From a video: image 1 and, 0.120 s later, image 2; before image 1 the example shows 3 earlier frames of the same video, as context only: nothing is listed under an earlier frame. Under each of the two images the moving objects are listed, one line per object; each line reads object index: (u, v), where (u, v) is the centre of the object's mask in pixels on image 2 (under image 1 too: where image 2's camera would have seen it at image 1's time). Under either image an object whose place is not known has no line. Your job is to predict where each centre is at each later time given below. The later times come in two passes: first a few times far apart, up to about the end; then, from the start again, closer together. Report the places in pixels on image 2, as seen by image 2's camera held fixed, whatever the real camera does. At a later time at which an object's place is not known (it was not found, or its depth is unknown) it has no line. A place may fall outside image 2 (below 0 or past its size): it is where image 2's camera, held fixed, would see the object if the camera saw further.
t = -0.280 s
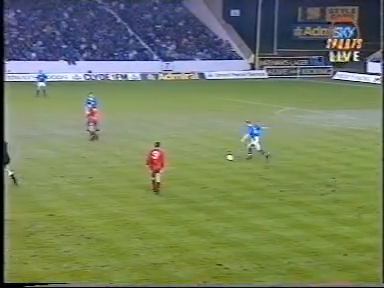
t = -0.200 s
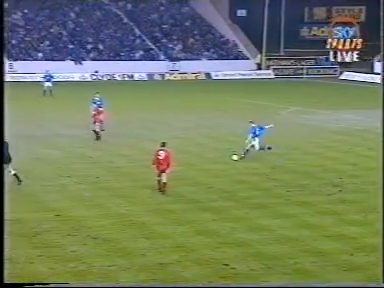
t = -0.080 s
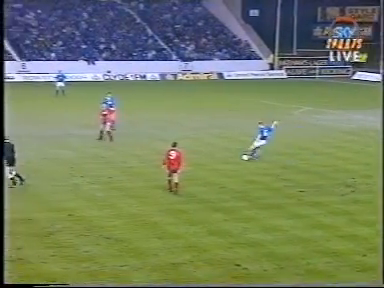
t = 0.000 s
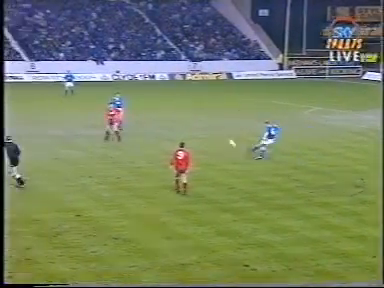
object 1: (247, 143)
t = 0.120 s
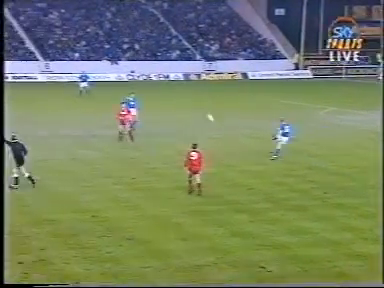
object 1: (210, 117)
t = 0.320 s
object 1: (160, 84)
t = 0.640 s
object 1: (104, 45)
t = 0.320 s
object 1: (160, 84)
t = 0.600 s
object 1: (107, 48)
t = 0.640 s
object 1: (104, 45)
